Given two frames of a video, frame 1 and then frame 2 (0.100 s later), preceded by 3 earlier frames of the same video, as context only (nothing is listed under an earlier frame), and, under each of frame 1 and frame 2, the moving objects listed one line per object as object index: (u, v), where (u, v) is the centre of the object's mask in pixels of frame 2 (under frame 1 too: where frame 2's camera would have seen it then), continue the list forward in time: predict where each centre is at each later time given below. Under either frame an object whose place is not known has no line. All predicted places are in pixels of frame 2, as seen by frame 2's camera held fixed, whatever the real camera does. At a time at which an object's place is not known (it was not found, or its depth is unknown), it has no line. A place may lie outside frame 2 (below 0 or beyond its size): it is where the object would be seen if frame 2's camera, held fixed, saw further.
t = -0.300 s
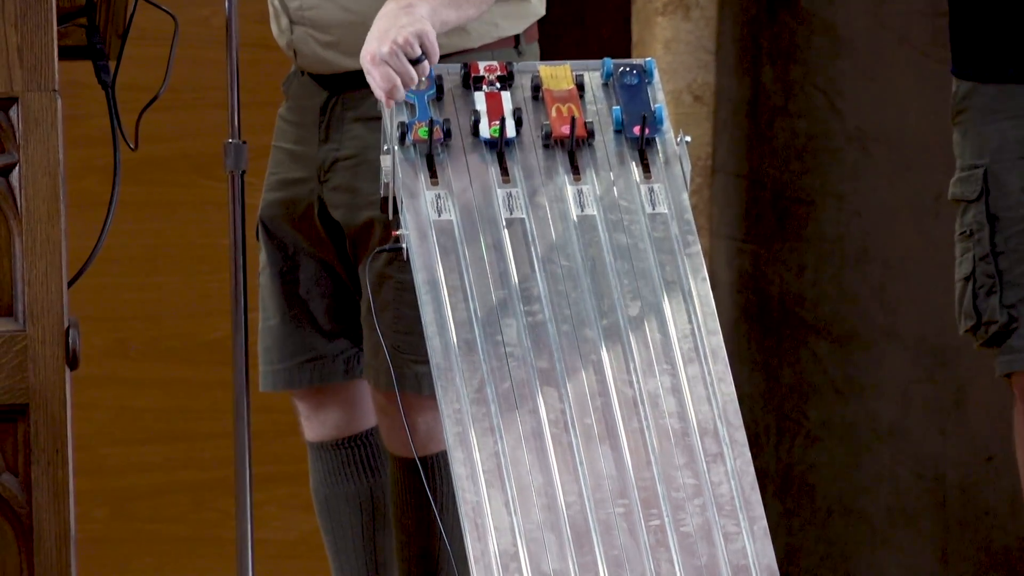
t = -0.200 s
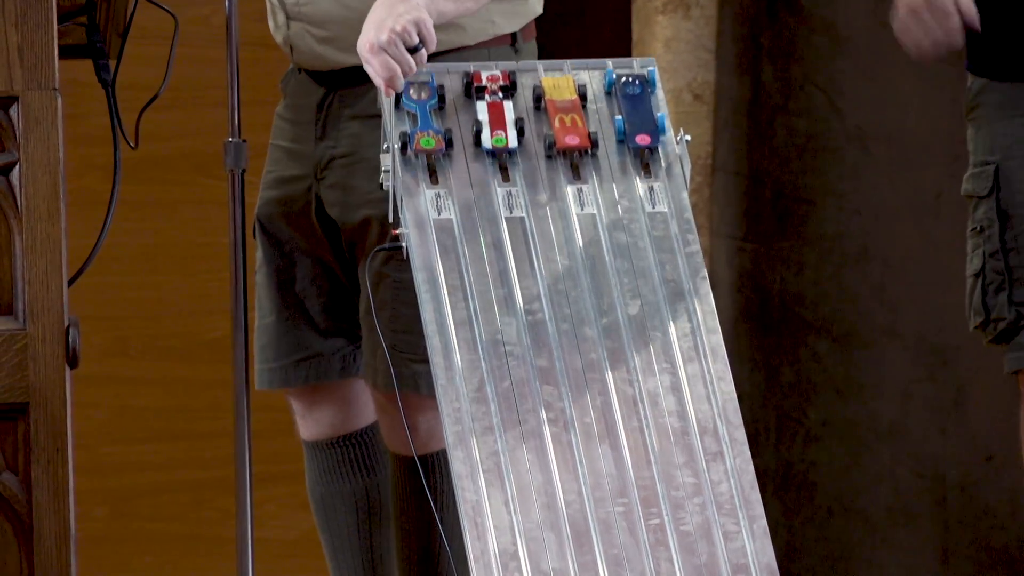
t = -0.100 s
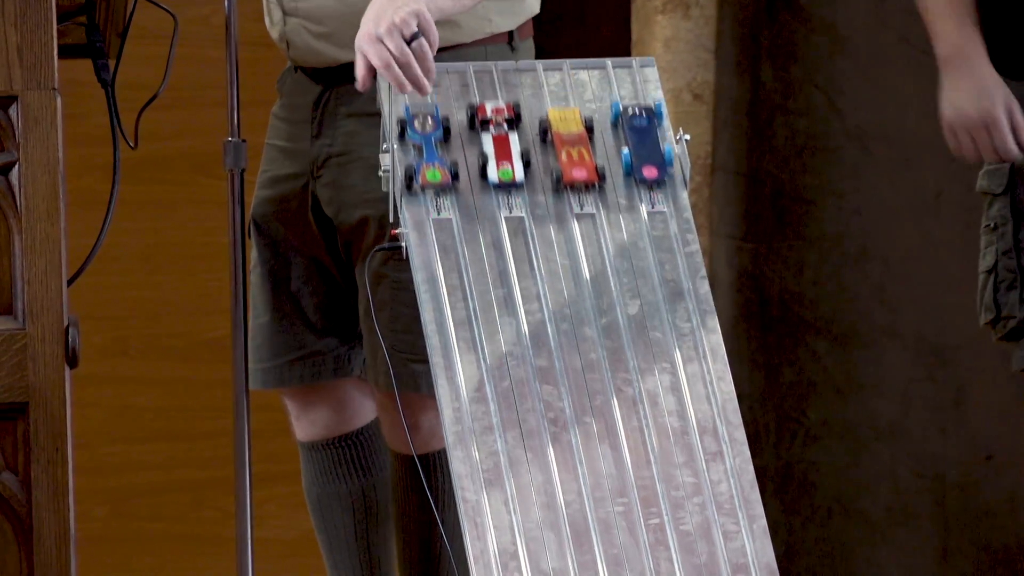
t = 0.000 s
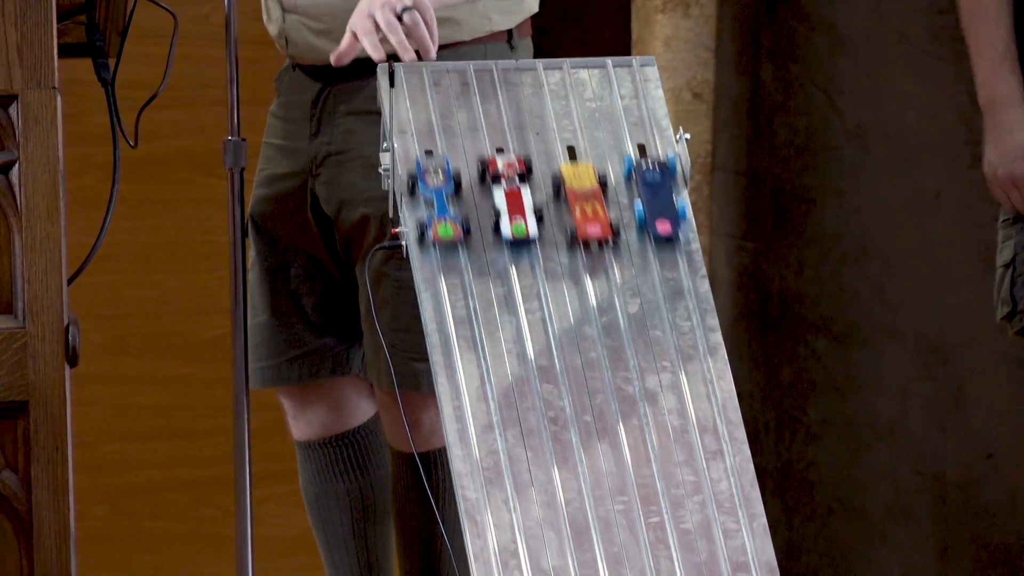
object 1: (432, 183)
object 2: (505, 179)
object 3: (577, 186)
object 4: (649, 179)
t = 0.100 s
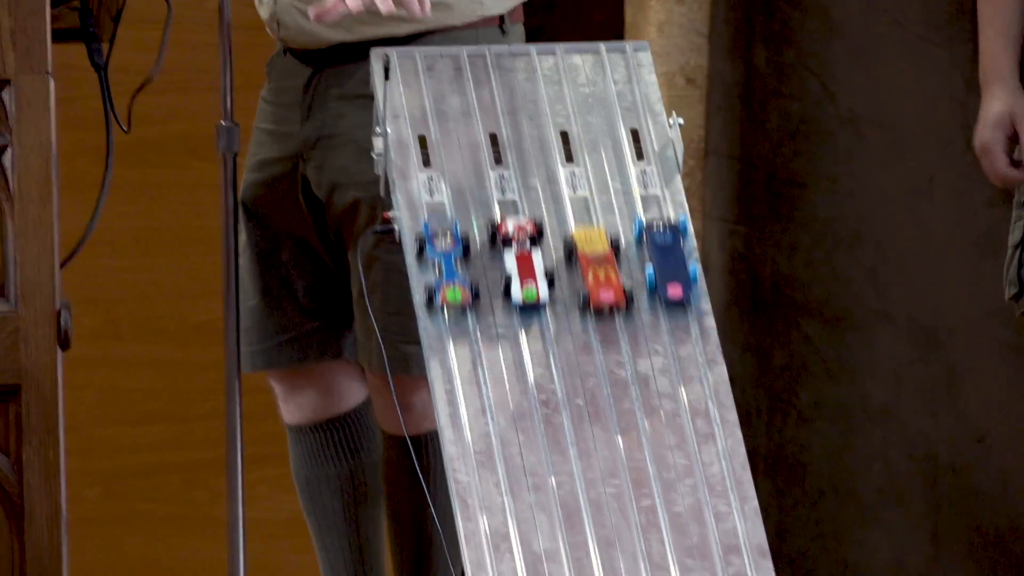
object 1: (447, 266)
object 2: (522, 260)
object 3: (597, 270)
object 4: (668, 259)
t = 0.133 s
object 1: (454, 298)
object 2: (530, 292)
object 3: (605, 302)
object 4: (676, 292)
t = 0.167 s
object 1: (461, 337)
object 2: (538, 328)
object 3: (613, 339)
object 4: (684, 327)
